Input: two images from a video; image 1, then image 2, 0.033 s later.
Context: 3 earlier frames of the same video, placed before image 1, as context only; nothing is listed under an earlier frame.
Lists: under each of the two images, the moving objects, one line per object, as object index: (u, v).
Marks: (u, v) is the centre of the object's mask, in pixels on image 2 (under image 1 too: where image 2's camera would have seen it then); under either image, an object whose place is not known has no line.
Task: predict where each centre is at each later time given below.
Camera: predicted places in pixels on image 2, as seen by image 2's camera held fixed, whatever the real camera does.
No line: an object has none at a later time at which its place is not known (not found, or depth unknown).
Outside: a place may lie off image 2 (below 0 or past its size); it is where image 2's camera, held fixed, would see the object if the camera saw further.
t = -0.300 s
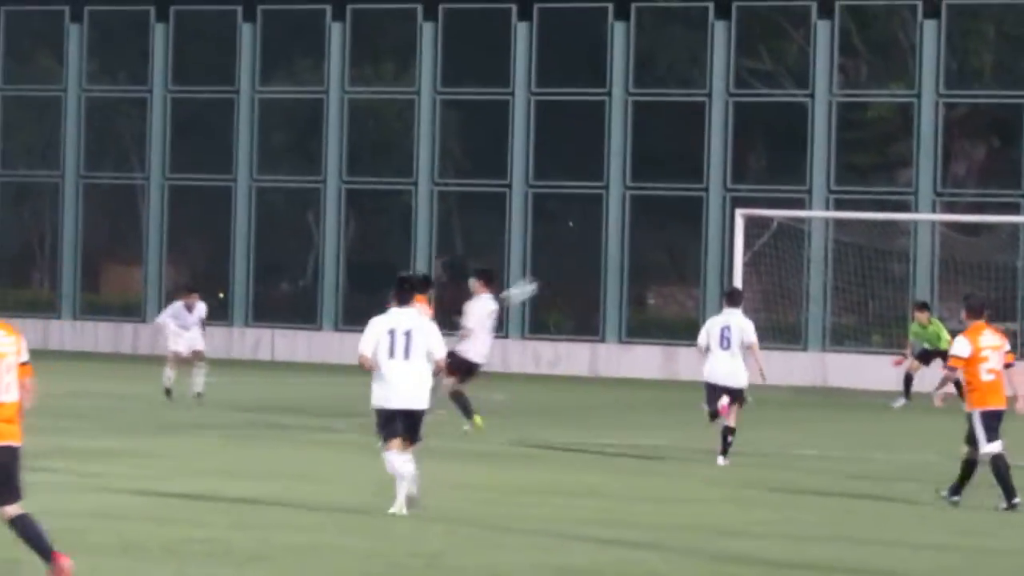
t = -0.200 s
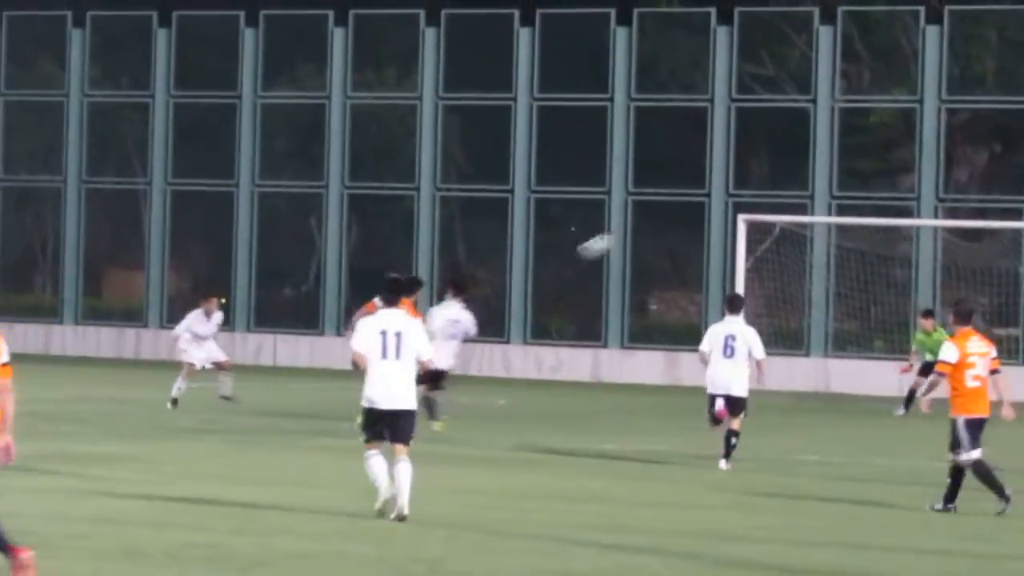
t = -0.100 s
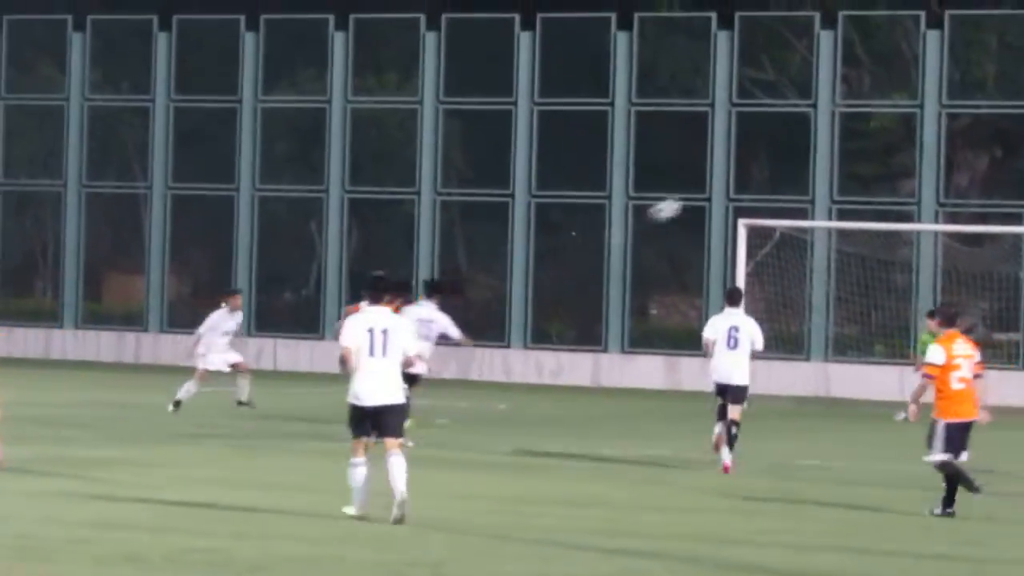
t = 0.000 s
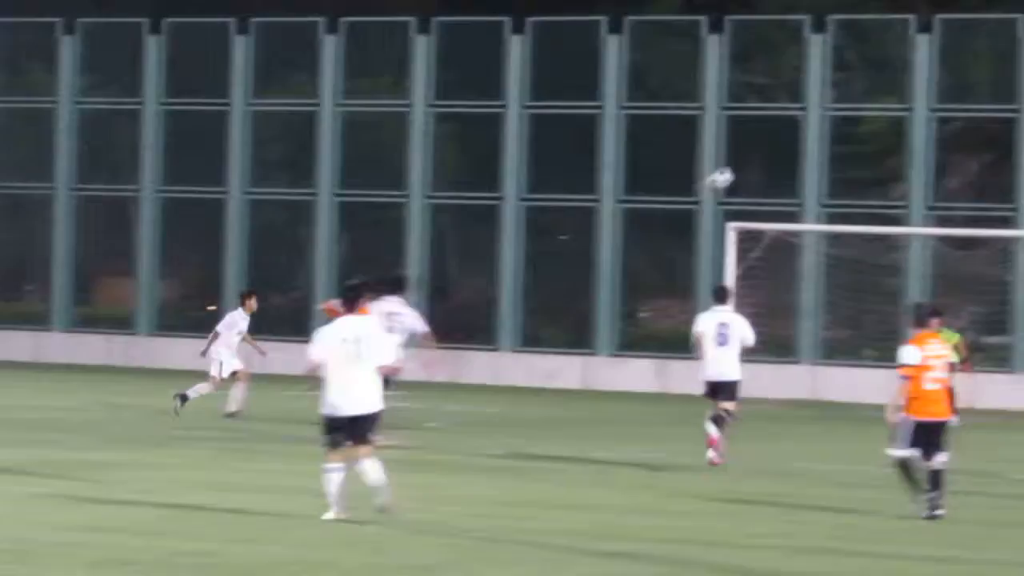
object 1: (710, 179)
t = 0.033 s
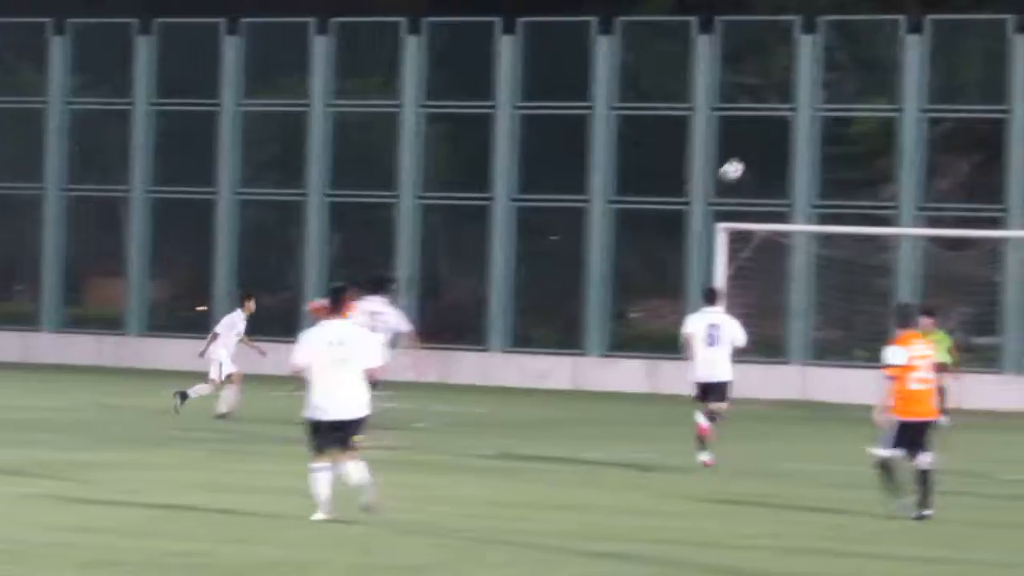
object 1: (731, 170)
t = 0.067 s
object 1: (752, 162)
